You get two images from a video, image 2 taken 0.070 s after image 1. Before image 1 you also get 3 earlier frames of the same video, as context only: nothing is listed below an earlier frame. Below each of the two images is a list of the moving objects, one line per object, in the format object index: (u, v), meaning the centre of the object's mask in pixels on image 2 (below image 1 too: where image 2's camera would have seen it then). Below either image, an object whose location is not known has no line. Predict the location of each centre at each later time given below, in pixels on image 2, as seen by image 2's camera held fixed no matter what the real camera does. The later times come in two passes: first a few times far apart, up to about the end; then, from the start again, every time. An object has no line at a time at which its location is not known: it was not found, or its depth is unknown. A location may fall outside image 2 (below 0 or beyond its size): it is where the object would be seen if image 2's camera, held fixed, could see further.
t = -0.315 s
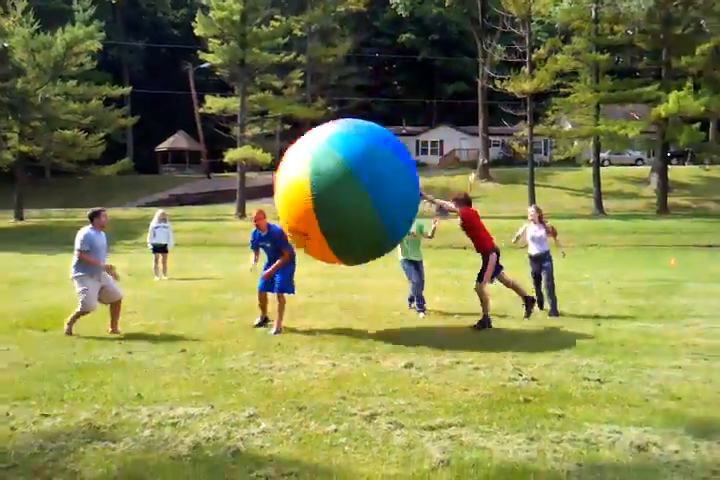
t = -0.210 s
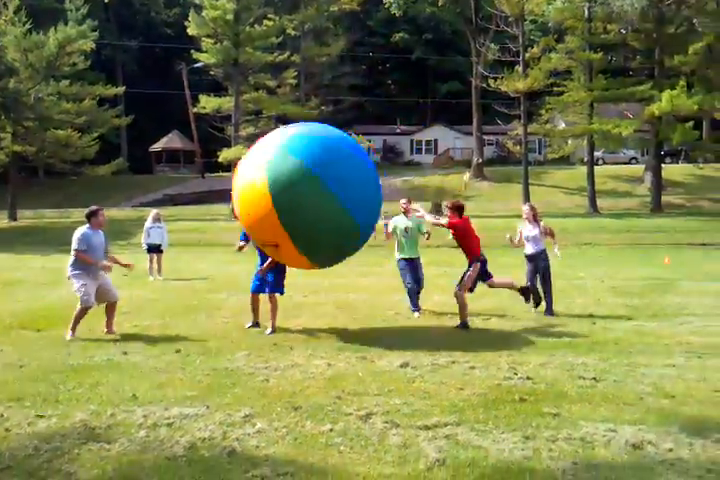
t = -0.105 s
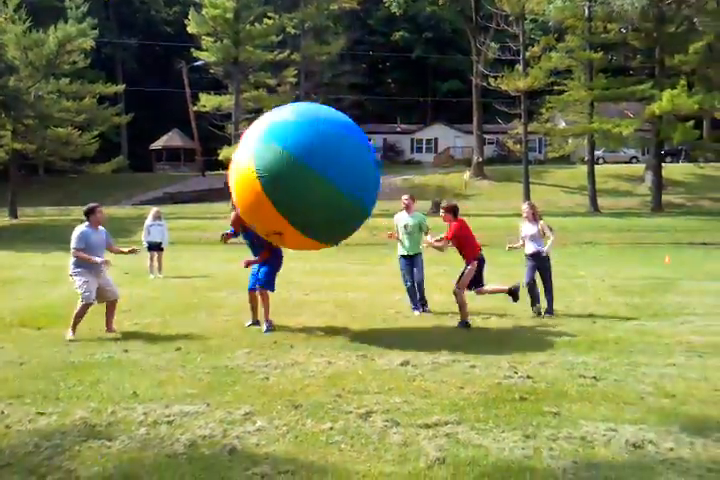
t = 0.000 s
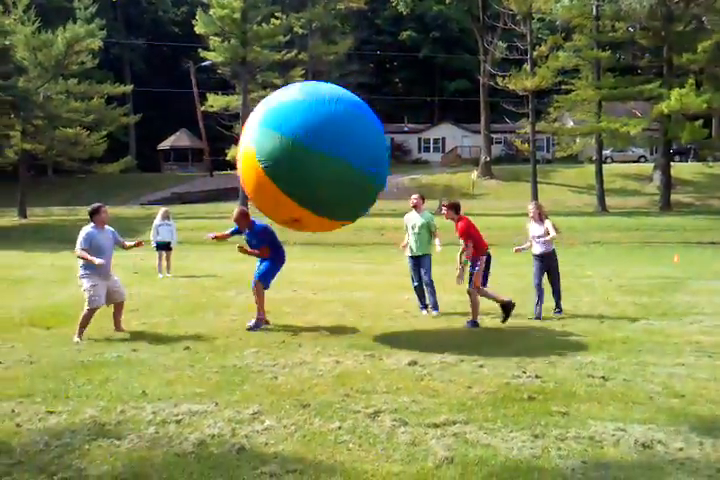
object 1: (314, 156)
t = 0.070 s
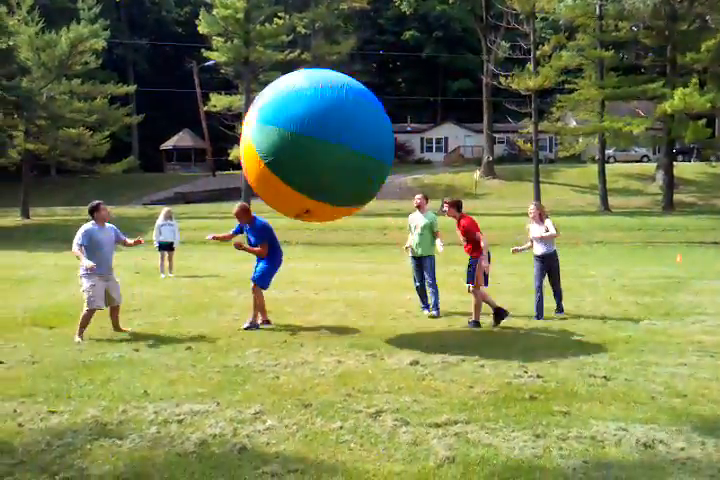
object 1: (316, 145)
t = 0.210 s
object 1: (318, 125)
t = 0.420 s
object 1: (321, 100)
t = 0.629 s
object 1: (324, 92)
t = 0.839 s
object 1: (327, 96)
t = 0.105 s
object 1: (316, 139)
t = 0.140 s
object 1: (316, 134)
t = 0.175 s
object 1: (317, 129)
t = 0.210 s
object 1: (318, 125)
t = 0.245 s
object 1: (319, 120)
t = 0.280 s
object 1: (319, 116)
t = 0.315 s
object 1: (319, 113)
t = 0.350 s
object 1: (319, 109)
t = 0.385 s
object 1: (320, 105)
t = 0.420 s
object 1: (321, 100)
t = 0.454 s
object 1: (321, 98)
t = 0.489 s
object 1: (322, 96)
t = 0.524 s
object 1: (322, 94)
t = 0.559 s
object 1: (322, 93)
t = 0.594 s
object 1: (323, 92)
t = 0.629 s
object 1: (324, 92)
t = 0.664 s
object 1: (324, 92)
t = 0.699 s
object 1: (325, 92)
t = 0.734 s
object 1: (325, 93)
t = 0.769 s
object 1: (327, 94)
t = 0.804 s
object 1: (327, 94)
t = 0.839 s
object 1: (327, 96)
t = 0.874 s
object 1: (328, 97)
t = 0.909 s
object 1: (327, 99)
